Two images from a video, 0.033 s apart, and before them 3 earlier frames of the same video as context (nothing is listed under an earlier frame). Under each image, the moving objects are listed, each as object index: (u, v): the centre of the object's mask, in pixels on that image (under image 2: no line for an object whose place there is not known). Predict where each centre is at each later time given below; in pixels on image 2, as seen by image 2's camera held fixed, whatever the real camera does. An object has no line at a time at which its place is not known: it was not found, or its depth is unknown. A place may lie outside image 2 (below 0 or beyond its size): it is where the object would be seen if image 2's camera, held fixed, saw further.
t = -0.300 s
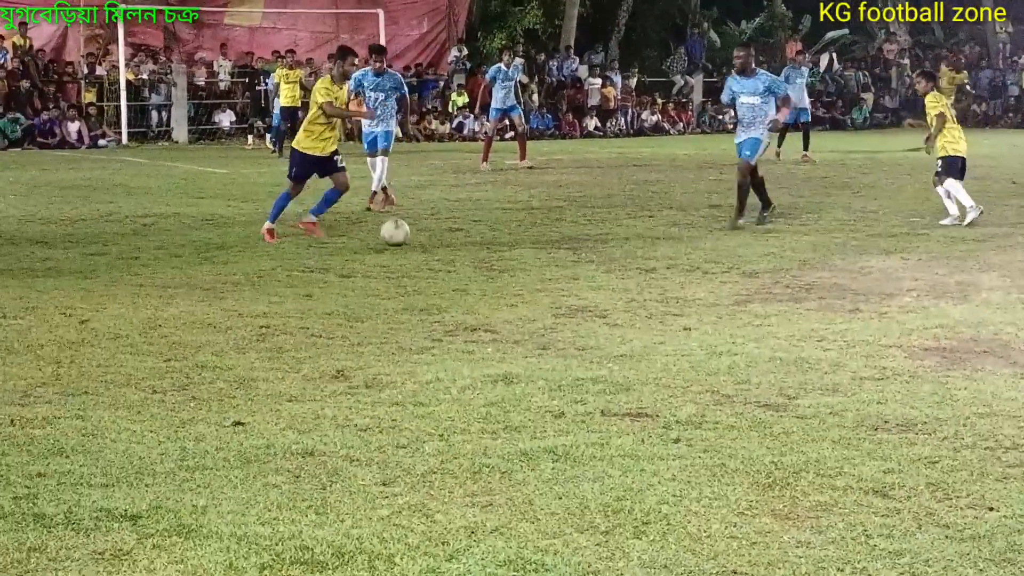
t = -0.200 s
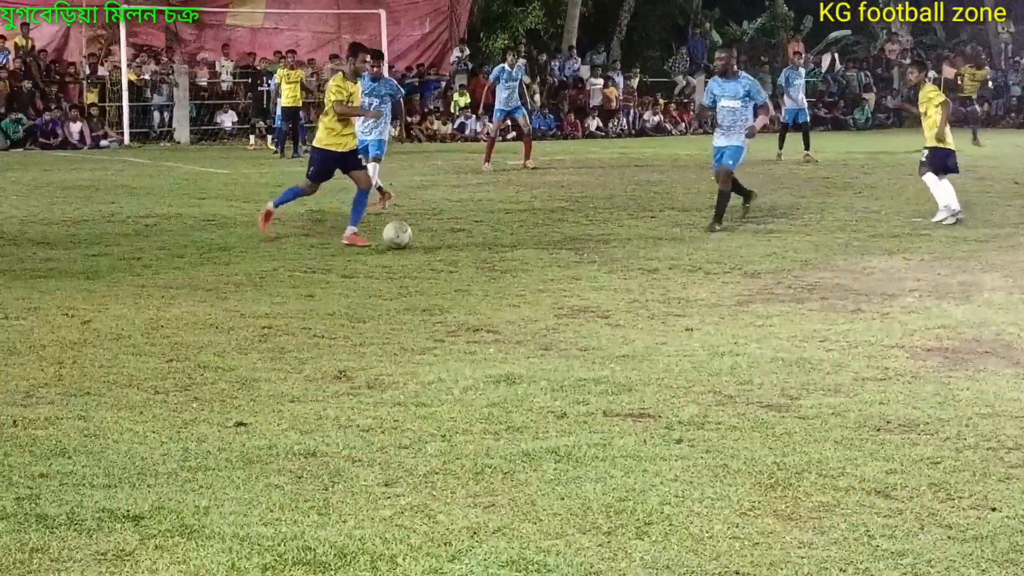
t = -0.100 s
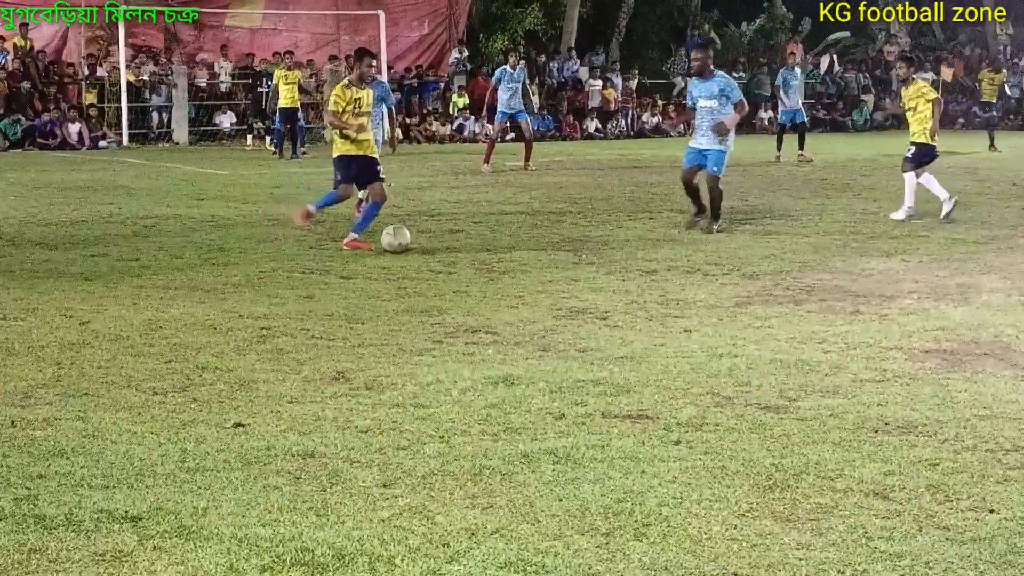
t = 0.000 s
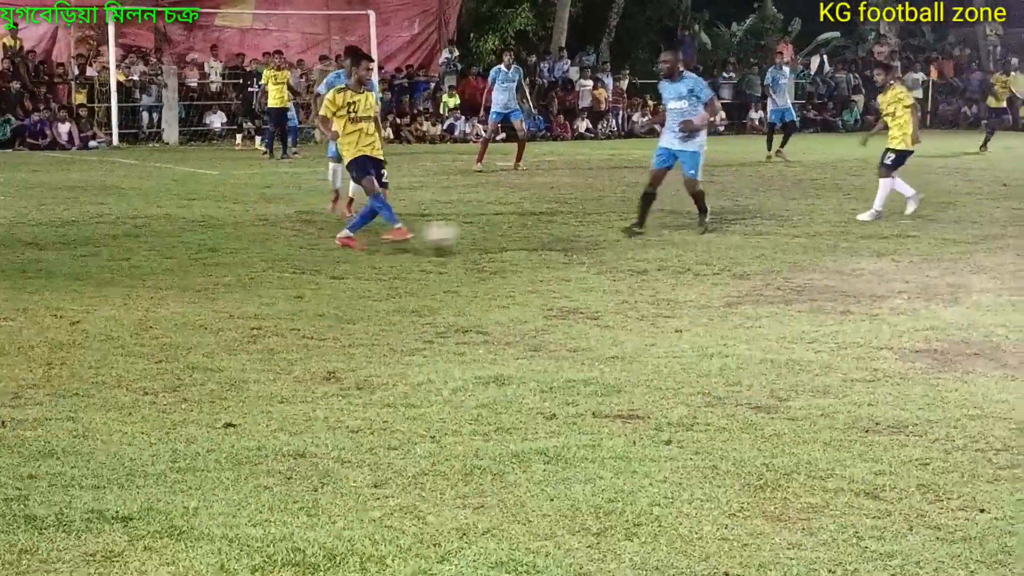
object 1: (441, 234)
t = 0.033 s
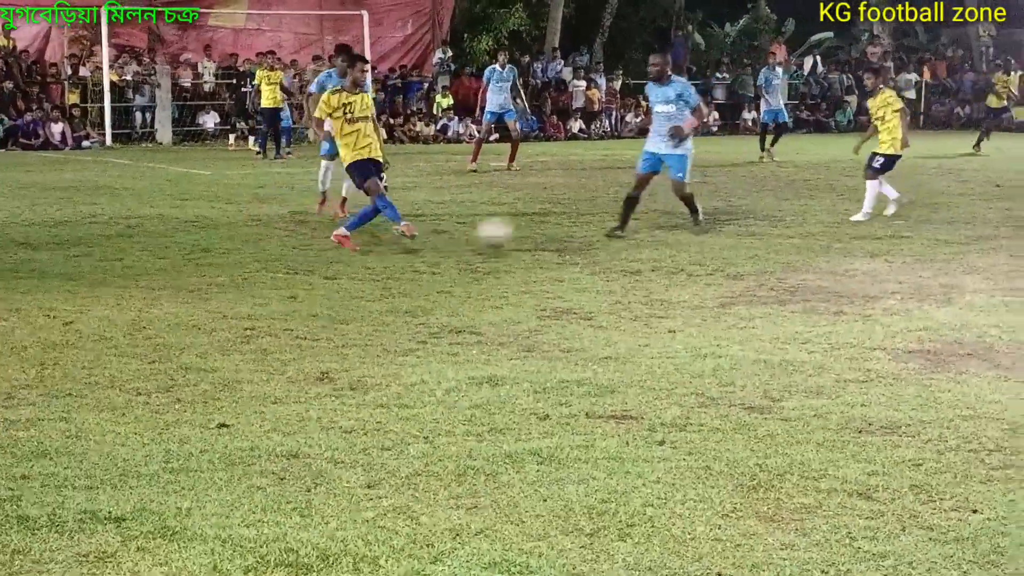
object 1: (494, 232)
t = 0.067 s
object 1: (557, 231)
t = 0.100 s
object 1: (624, 229)
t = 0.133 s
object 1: (693, 230)
